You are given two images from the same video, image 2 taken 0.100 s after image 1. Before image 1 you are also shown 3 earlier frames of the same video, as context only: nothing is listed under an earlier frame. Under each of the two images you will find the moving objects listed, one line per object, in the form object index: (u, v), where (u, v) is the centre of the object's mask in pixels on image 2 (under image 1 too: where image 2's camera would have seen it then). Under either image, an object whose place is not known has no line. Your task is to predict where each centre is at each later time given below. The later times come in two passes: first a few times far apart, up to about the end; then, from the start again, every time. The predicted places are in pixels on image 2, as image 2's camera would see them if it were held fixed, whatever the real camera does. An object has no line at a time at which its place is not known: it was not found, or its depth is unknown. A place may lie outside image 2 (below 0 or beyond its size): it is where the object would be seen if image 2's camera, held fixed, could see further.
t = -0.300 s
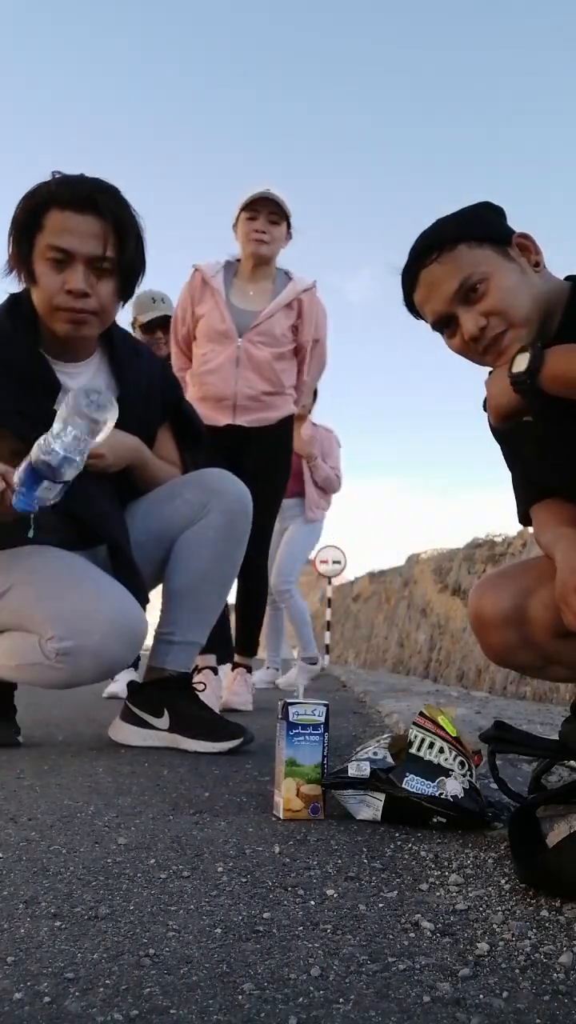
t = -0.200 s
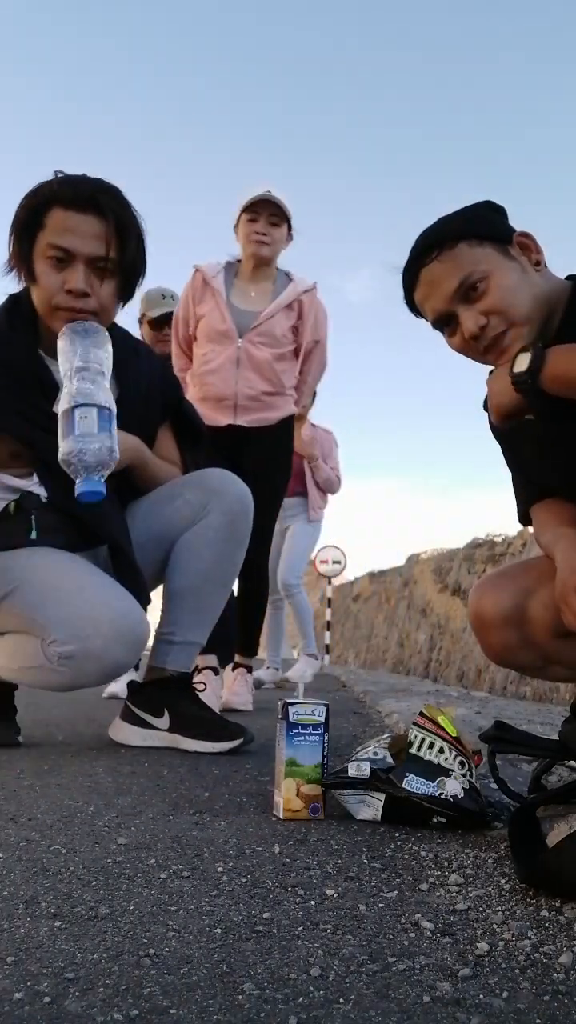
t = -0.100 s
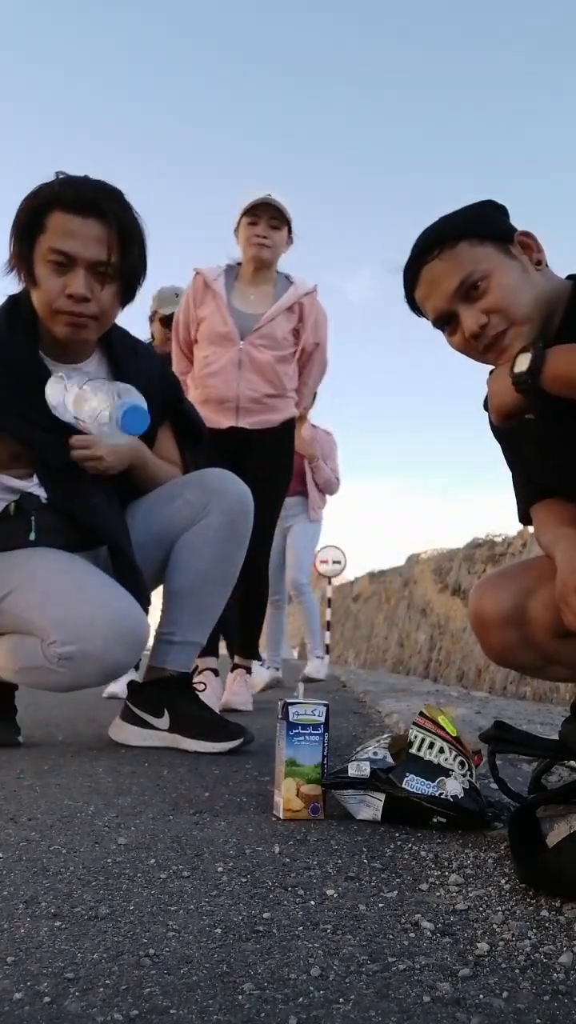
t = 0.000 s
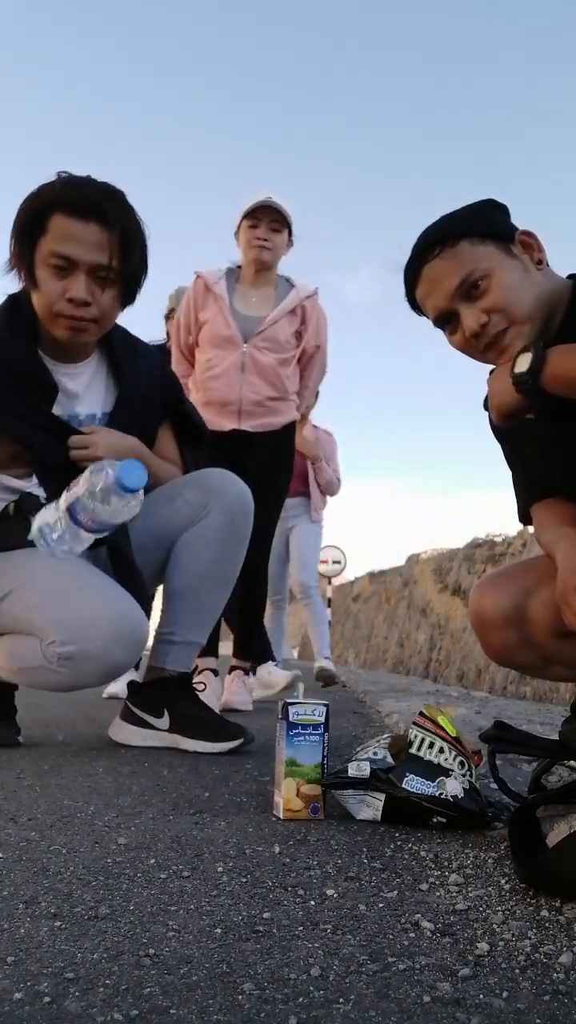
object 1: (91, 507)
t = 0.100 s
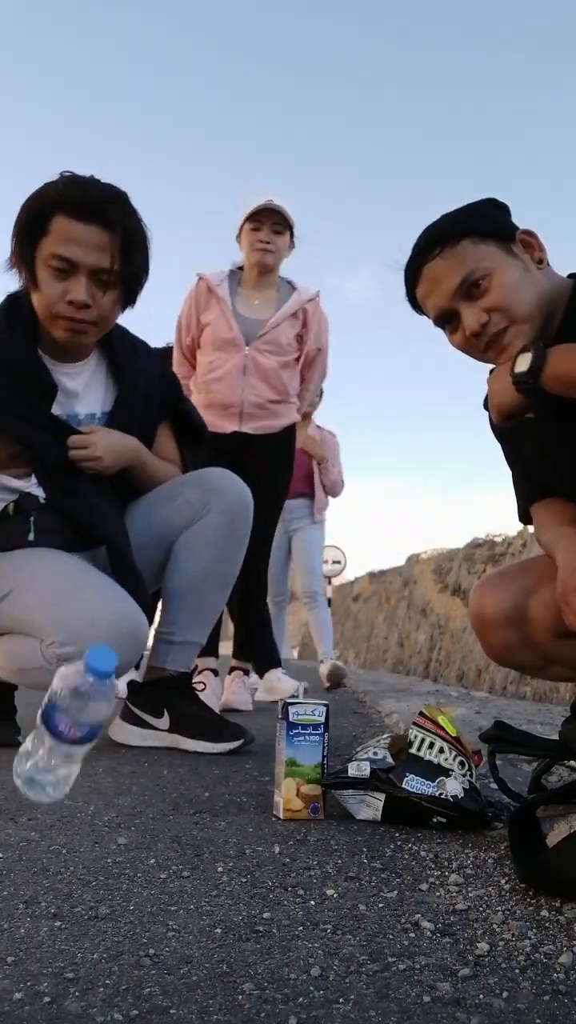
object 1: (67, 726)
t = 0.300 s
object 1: (57, 800)
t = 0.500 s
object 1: (51, 801)
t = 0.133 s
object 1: (71, 784)
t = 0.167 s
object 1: (69, 797)
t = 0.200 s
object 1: (67, 798)
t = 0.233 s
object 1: (64, 798)
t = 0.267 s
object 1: (61, 799)
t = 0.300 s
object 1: (57, 800)
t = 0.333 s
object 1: (55, 800)
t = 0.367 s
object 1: (54, 800)
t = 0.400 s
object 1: (54, 800)
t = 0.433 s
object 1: (54, 800)
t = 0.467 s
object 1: (53, 800)
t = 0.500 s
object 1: (51, 801)
